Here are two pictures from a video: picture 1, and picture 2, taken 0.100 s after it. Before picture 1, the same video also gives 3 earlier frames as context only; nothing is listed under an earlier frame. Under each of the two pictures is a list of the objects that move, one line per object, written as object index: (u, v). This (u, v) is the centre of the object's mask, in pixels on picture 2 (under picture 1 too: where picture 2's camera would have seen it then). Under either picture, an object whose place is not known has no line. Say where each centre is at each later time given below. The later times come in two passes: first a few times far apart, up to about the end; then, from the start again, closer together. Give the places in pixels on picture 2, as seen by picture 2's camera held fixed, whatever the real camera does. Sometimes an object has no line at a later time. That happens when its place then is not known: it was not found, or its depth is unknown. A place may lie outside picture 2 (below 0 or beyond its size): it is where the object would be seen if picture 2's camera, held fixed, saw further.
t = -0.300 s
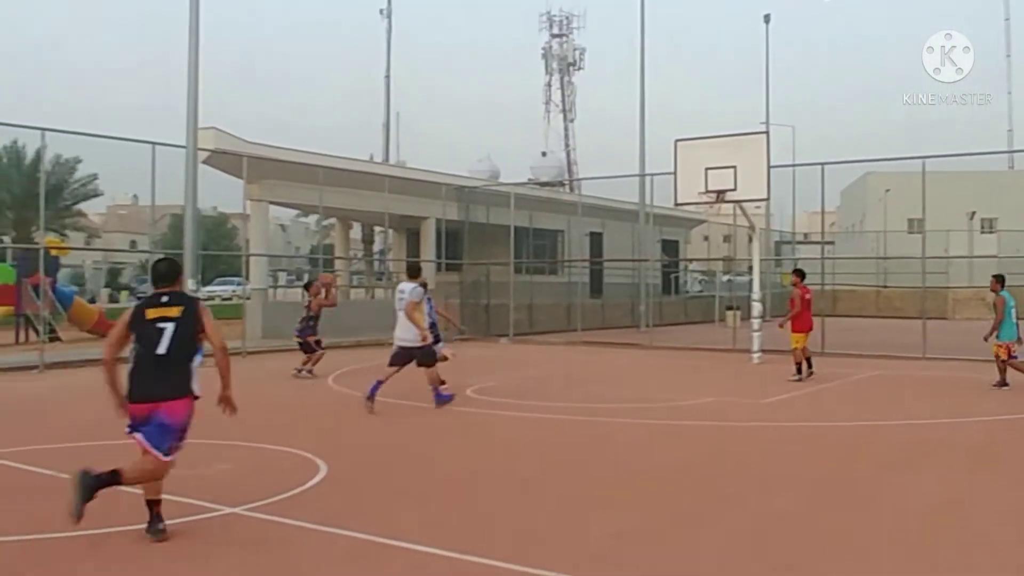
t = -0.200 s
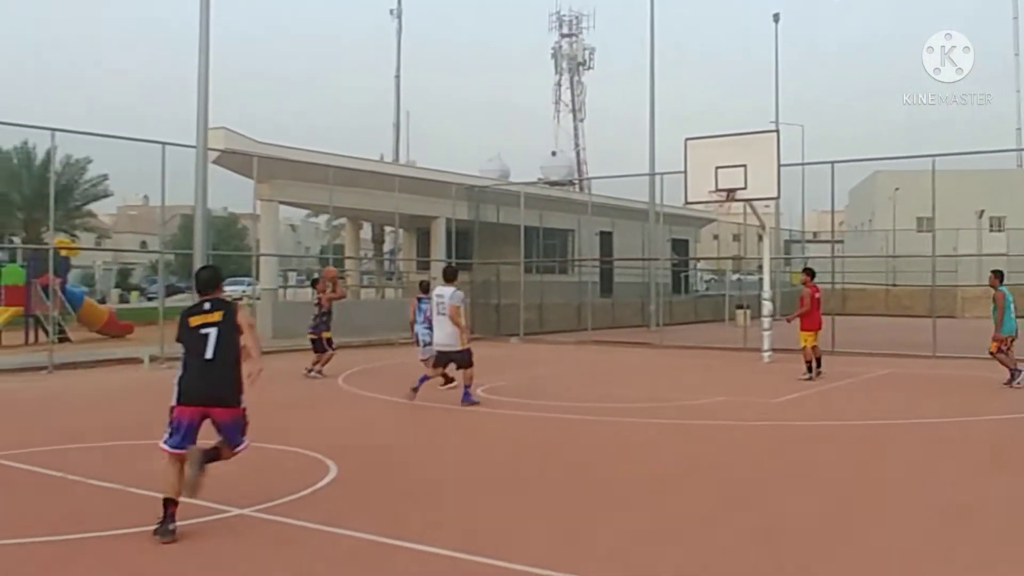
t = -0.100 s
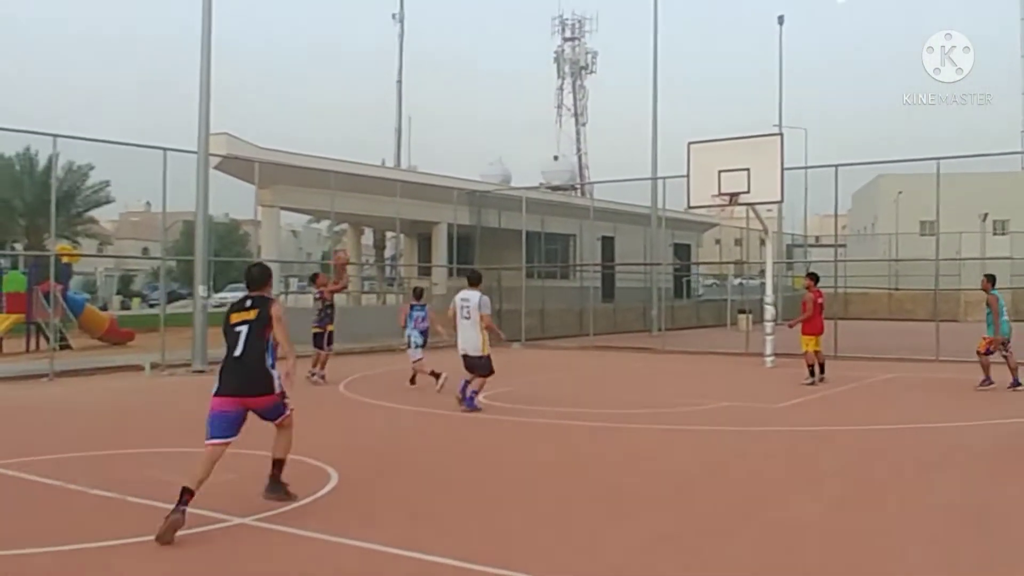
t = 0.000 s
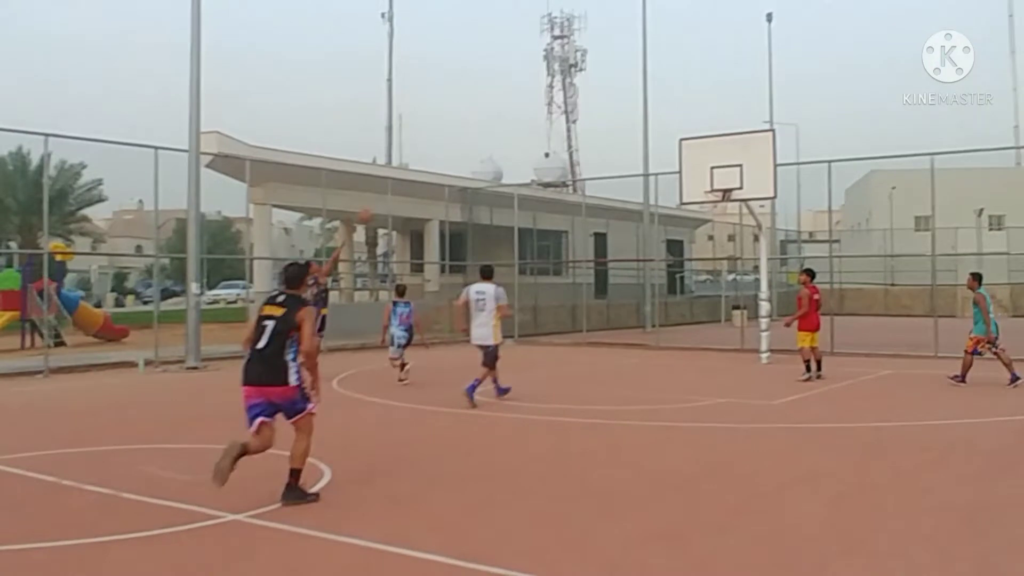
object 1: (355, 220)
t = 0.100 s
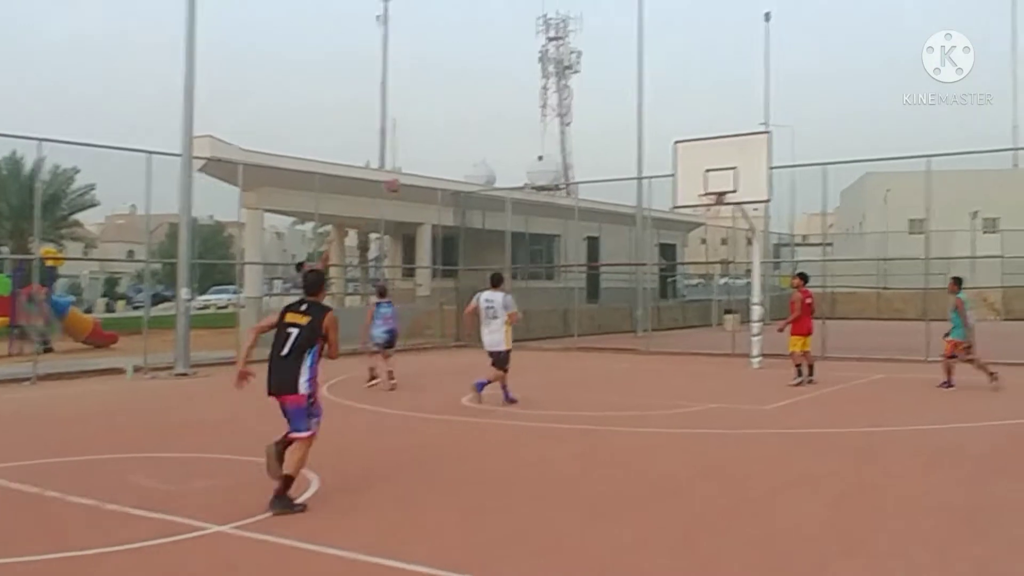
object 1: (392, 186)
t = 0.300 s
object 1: (461, 135)
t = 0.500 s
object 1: (526, 111)
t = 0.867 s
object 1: (641, 128)
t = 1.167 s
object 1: (724, 183)
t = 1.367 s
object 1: (747, 161)
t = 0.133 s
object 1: (405, 175)
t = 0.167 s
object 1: (416, 165)
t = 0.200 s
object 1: (427, 157)
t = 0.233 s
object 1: (439, 149)
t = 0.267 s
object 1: (450, 142)
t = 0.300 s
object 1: (461, 135)
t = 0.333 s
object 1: (471, 130)
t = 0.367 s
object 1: (482, 125)
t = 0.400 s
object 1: (493, 120)
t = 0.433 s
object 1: (504, 117)
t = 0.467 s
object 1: (515, 114)
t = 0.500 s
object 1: (526, 111)
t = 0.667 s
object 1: (579, 109)
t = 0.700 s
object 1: (590, 111)
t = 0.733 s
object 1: (600, 113)
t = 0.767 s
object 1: (610, 116)
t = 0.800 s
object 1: (620, 119)
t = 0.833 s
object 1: (630, 123)
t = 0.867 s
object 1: (641, 128)
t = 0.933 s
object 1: (661, 140)
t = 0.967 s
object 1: (671, 147)
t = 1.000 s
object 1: (681, 155)
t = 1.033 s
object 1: (690, 163)
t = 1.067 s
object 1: (700, 171)
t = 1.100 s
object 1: (711, 179)
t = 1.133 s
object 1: (720, 189)
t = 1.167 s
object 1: (724, 183)
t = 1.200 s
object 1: (727, 178)
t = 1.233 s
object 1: (731, 174)
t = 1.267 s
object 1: (735, 170)
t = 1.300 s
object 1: (739, 166)
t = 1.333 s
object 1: (743, 163)
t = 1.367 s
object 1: (747, 161)
